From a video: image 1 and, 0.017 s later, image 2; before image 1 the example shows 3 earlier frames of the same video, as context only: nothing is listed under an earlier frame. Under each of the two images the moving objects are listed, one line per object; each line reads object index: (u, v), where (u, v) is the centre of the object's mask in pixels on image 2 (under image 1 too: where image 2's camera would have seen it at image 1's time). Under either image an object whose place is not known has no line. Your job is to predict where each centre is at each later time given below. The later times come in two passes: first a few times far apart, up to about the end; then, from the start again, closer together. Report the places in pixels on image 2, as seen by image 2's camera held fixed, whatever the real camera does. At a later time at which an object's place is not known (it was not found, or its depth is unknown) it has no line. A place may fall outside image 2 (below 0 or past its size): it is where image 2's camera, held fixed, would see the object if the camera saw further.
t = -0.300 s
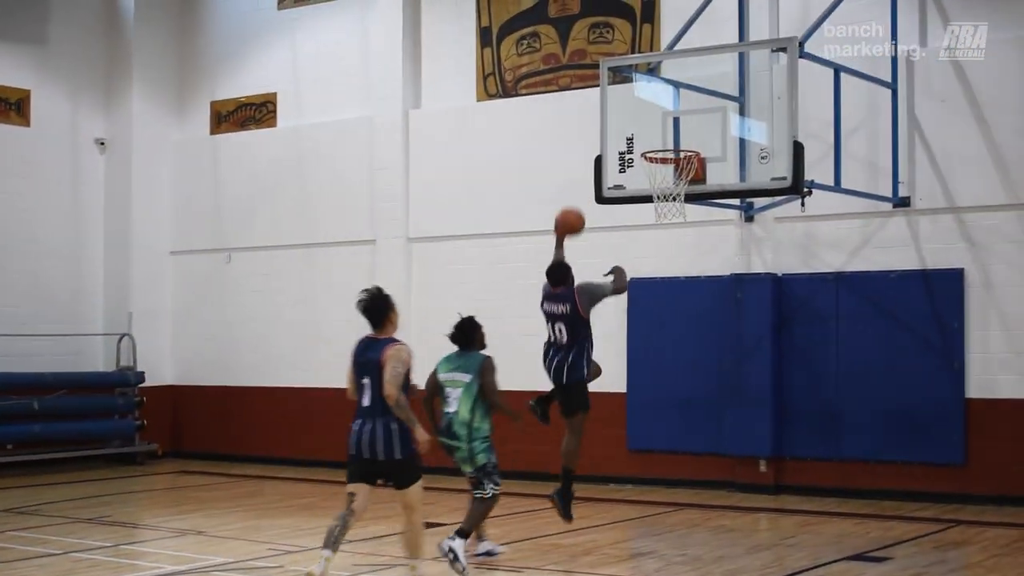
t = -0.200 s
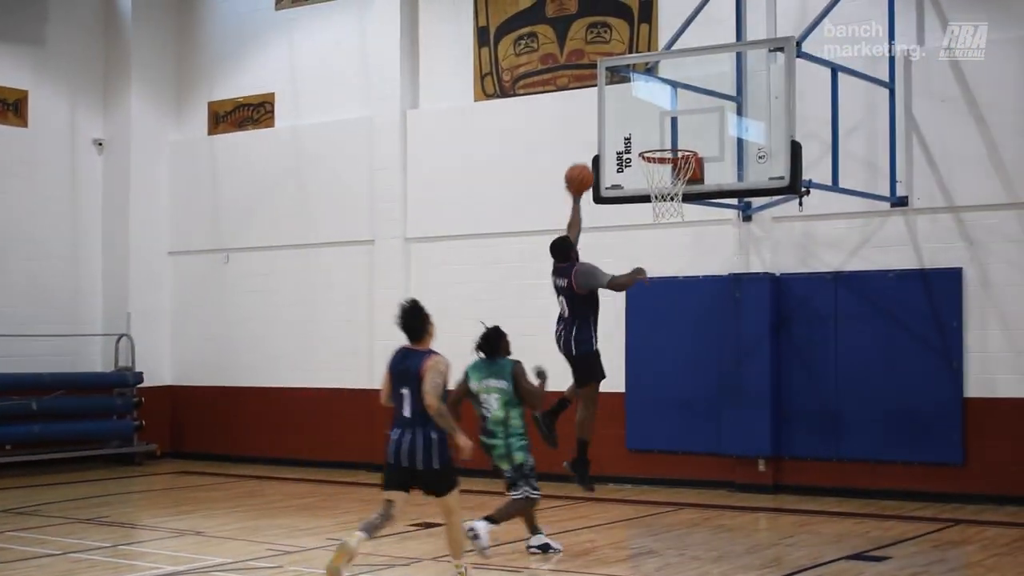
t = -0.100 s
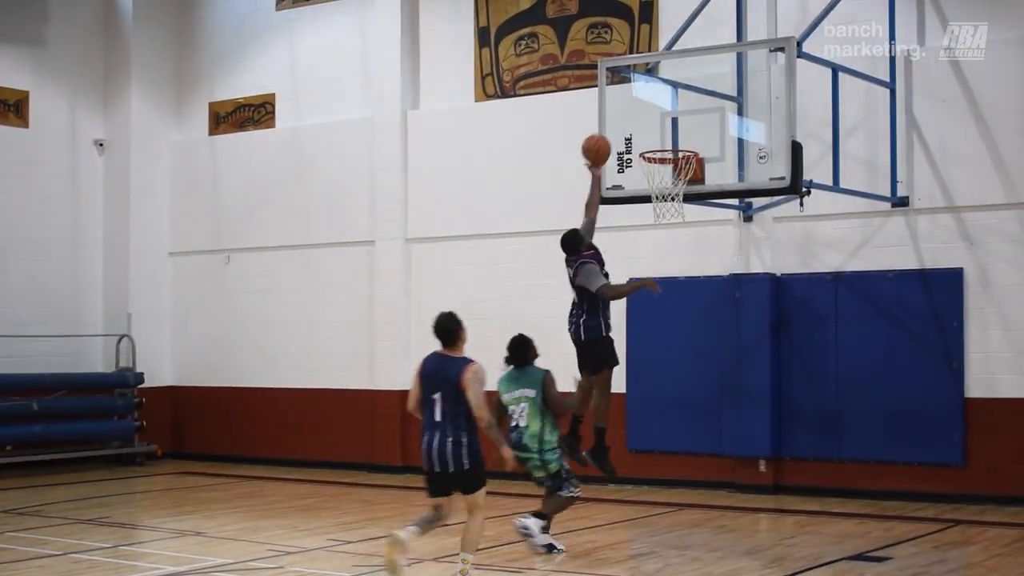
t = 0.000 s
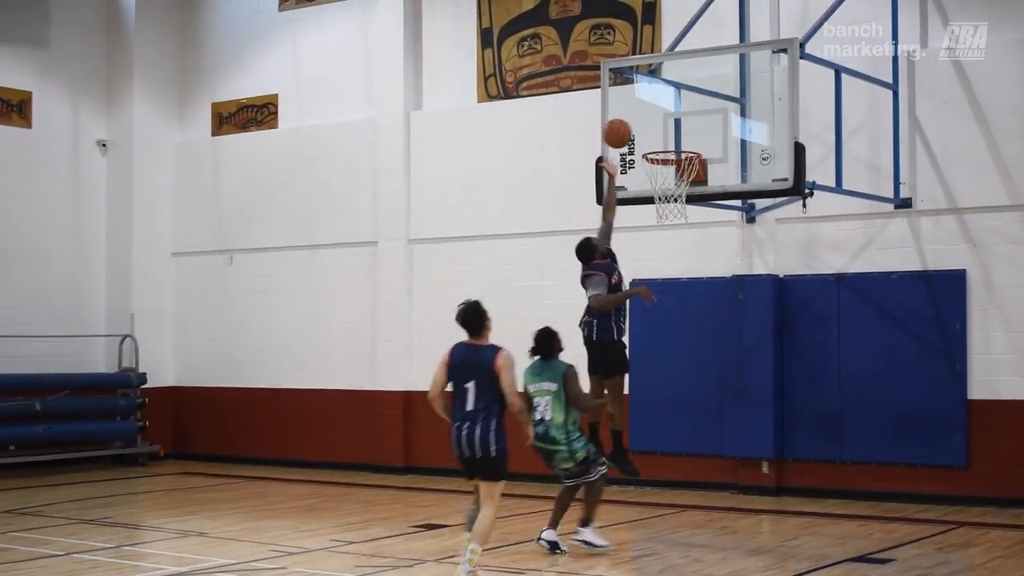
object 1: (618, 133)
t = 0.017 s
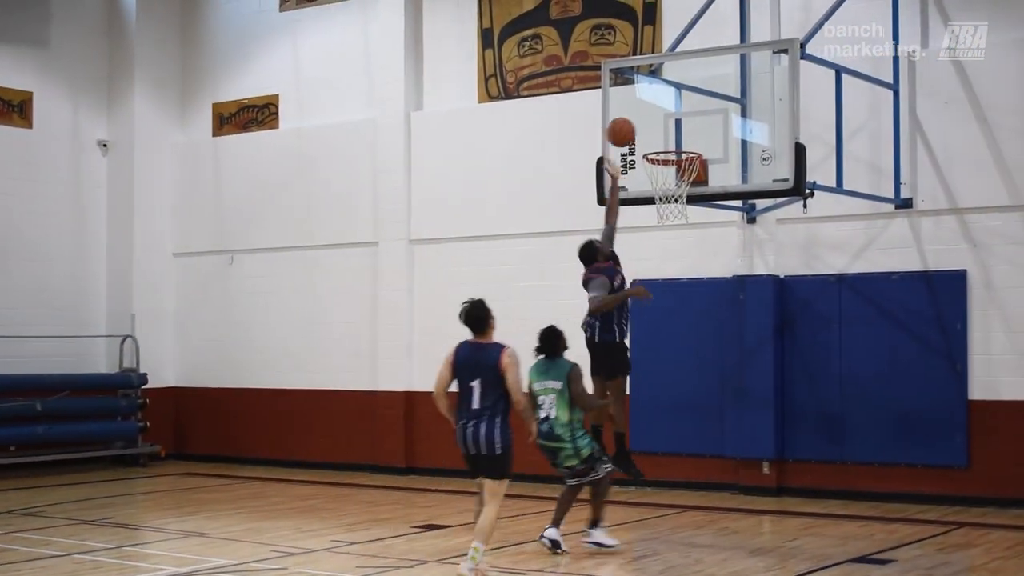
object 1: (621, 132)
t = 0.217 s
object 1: (656, 139)
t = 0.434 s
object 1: (686, 186)
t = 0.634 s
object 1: (693, 215)
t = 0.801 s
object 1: (695, 268)
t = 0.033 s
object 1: (624, 131)
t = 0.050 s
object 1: (627, 130)
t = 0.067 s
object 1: (629, 130)
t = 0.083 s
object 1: (632, 129)
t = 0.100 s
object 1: (635, 129)
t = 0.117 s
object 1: (638, 130)
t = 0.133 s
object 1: (641, 131)
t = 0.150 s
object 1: (644, 132)
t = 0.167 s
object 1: (647, 133)
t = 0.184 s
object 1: (650, 135)
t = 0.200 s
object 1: (653, 137)
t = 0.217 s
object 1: (656, 139)
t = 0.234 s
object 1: (659, 141)
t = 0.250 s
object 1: (661, 143)
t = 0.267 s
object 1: (663, 145)
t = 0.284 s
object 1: (666, 149)
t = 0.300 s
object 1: (667, 152)
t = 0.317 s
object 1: (670, 155)
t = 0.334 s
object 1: (672, 158)
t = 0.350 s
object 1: (674, 164)
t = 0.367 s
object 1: (676, 167)
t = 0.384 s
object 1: (679, 172)
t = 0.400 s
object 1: (681, 174)
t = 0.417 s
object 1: (682, 183)
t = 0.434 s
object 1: (686, 186)
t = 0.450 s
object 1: (688, 186)
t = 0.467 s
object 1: (688, 191)
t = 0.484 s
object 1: (689, 193)
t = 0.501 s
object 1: (690, 194)
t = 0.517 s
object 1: (690, 195)
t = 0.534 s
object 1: (690, 197)
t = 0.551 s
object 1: (691, 198)
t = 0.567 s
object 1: (692, 201)
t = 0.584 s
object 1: (692, 205)
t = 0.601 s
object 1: (693, 208)
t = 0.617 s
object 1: (693, 211)
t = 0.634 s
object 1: (693, 215)
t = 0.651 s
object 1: (693, 218)
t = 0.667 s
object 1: (692, 222)
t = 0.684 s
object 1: (693, 227)
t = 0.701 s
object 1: (693, 232)
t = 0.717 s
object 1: (693, 237)
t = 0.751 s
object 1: (694, 248)
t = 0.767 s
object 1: (694, 254)
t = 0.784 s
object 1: (695, 261)
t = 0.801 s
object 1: (695, 268)
